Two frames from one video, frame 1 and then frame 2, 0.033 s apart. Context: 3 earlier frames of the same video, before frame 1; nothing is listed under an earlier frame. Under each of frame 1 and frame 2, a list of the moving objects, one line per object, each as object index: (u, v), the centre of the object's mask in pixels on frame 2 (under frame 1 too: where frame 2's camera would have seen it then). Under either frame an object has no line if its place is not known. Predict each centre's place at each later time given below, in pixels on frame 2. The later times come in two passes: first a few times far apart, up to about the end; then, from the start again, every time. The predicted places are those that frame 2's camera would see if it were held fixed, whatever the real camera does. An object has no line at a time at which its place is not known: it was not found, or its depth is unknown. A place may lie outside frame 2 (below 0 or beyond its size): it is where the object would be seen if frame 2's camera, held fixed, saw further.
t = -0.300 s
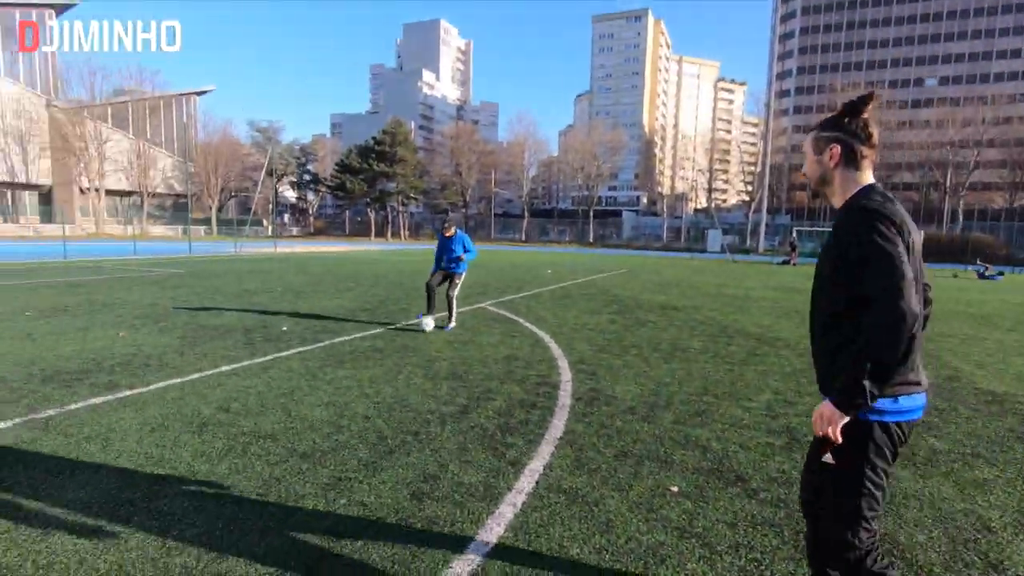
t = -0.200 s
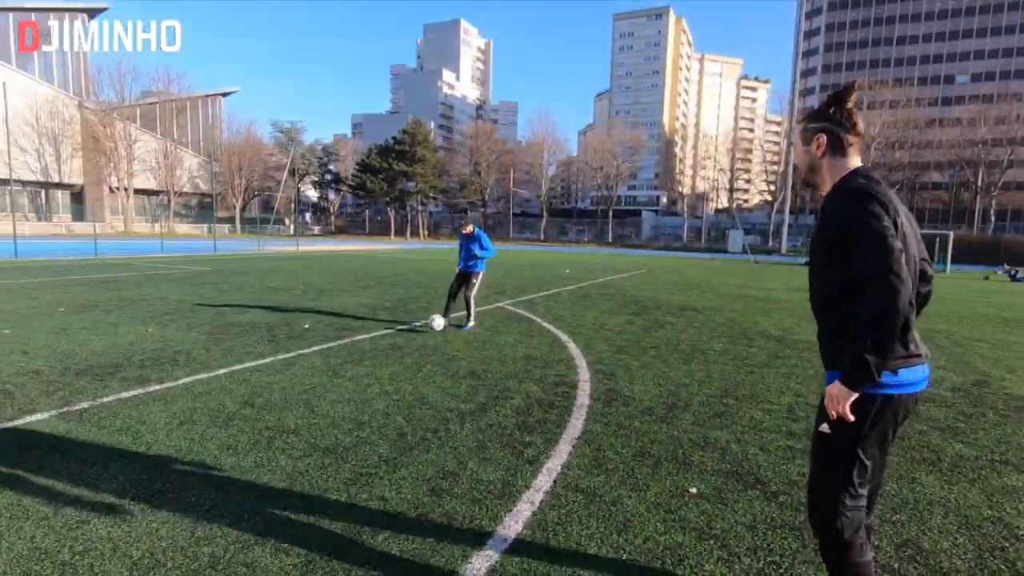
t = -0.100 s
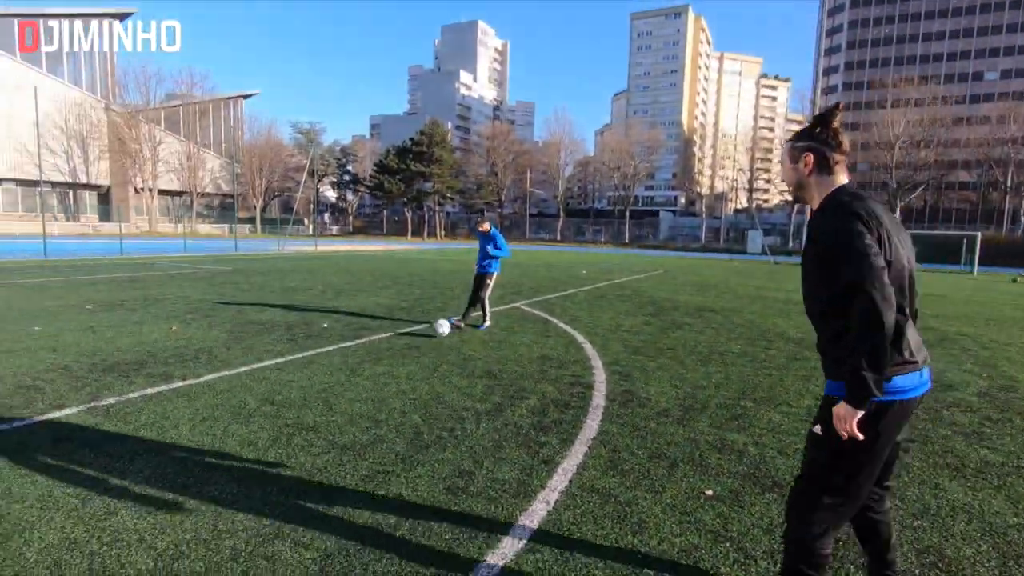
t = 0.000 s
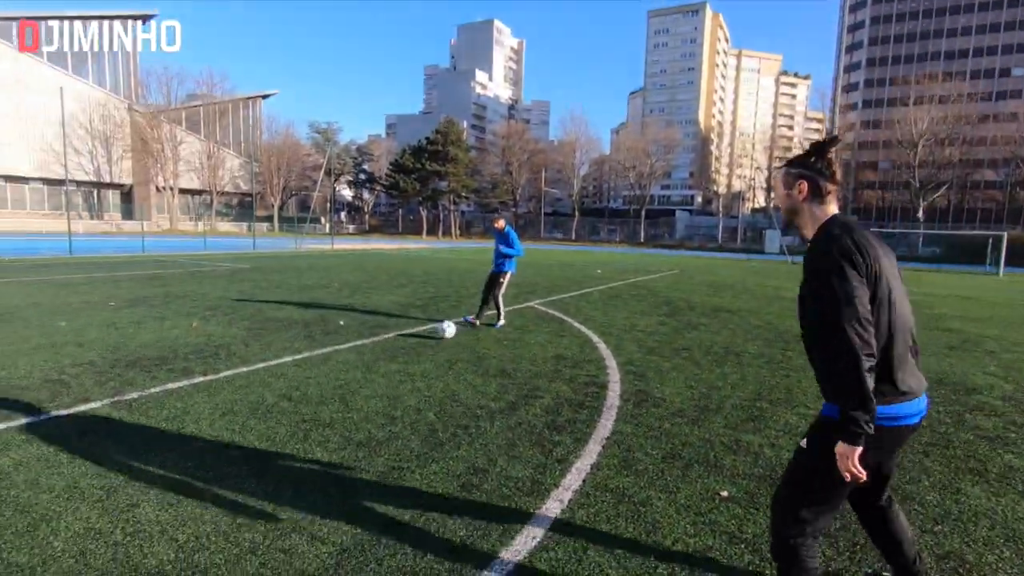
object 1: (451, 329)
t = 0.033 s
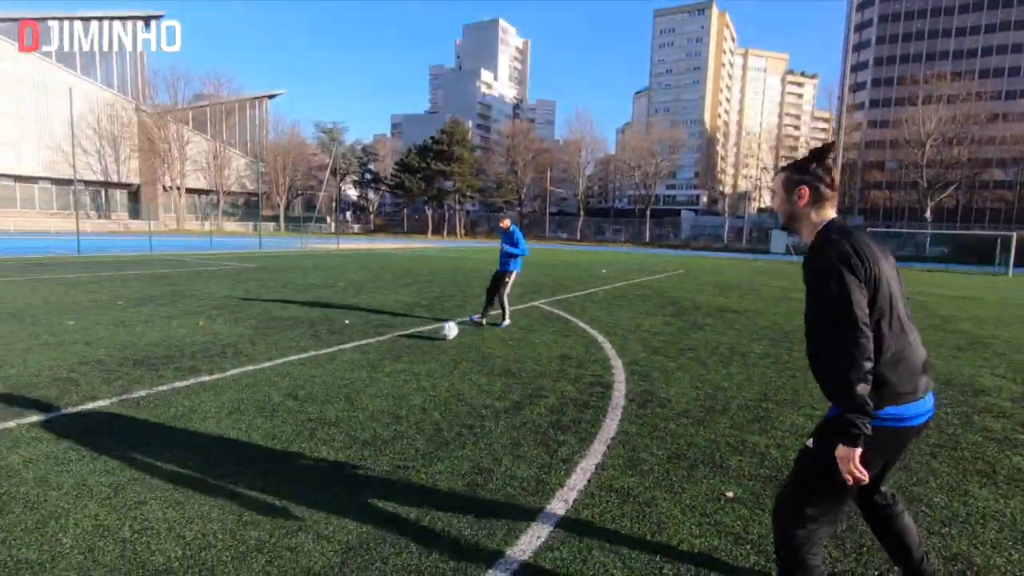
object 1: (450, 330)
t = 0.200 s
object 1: (434, 337)
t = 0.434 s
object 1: (409, 347)
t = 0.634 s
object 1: (383, 356)
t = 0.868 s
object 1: (353, 367)
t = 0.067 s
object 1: (447, 331)
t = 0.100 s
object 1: (443, 334)
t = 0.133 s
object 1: (440, 336)
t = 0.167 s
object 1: (437, 336)
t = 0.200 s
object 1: (434, 337)
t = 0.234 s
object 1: (431, 338)
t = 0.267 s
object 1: (427, 340)
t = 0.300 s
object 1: (424, 341)
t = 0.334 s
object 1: (420, 342)
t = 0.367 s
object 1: (416, 344)
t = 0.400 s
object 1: (412, 345)
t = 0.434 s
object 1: (409, 347)
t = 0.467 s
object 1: (405, 349)
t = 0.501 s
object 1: (401, 349)
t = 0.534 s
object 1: (398, 351)
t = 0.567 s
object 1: (392, 353)
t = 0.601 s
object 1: (389, 354)
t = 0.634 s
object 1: (383, 356)
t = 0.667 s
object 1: (381, 358)
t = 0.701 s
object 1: (376, 359)
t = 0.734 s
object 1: (371, 361)
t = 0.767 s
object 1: (367, 362)
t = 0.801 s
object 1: (362, 364)
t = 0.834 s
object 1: (357, 366)
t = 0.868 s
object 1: (353, 367)
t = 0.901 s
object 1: (347, 370)
